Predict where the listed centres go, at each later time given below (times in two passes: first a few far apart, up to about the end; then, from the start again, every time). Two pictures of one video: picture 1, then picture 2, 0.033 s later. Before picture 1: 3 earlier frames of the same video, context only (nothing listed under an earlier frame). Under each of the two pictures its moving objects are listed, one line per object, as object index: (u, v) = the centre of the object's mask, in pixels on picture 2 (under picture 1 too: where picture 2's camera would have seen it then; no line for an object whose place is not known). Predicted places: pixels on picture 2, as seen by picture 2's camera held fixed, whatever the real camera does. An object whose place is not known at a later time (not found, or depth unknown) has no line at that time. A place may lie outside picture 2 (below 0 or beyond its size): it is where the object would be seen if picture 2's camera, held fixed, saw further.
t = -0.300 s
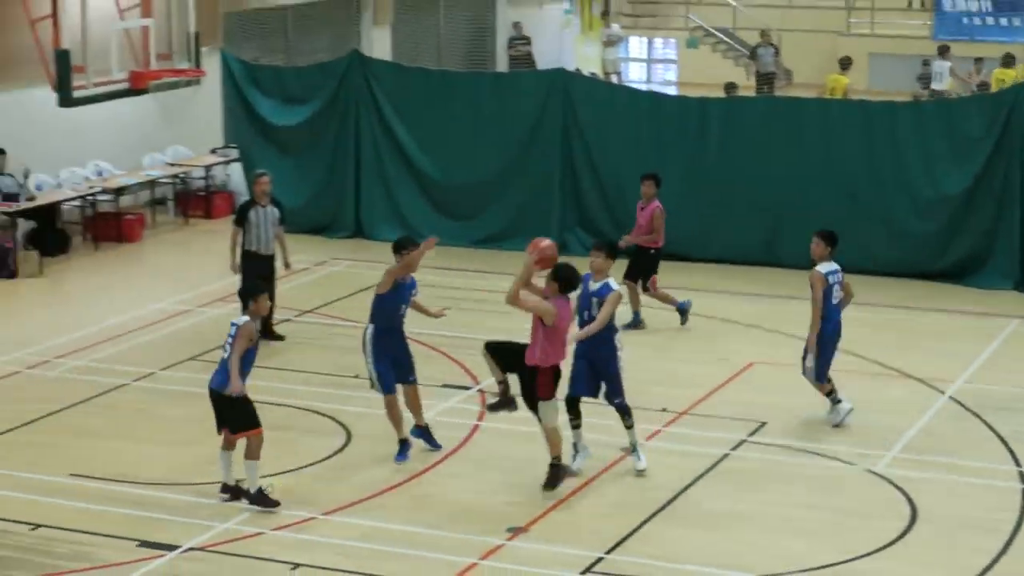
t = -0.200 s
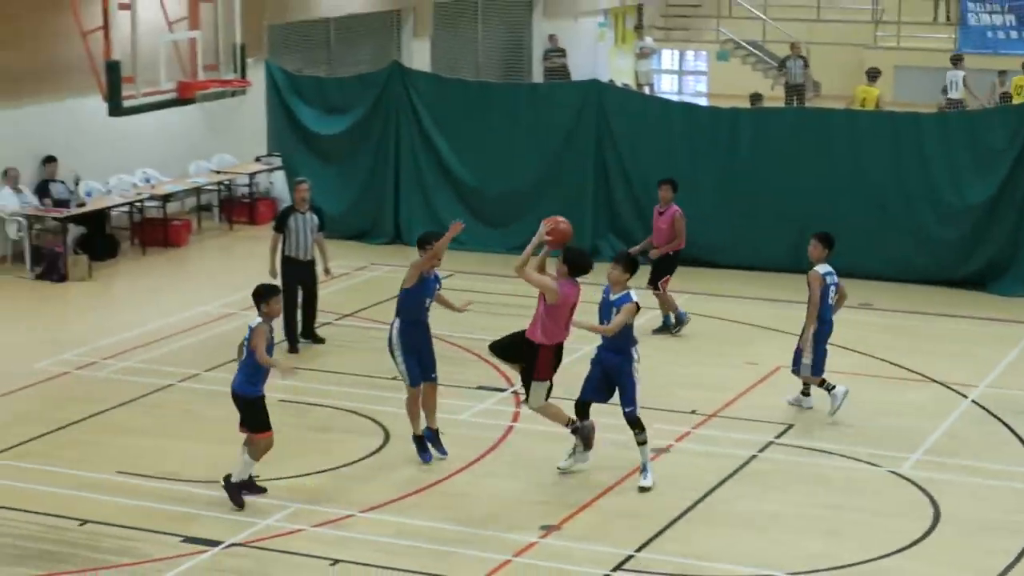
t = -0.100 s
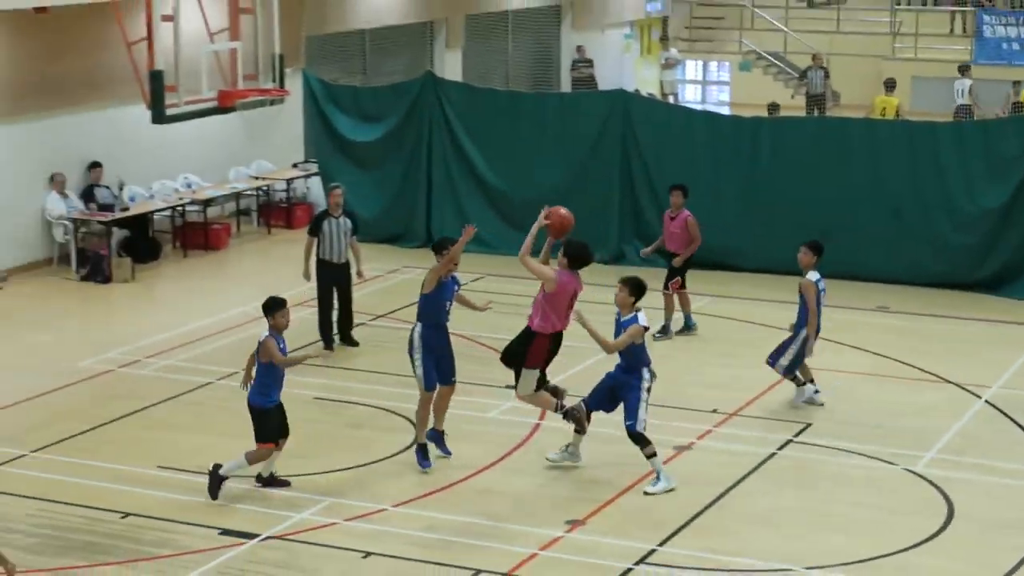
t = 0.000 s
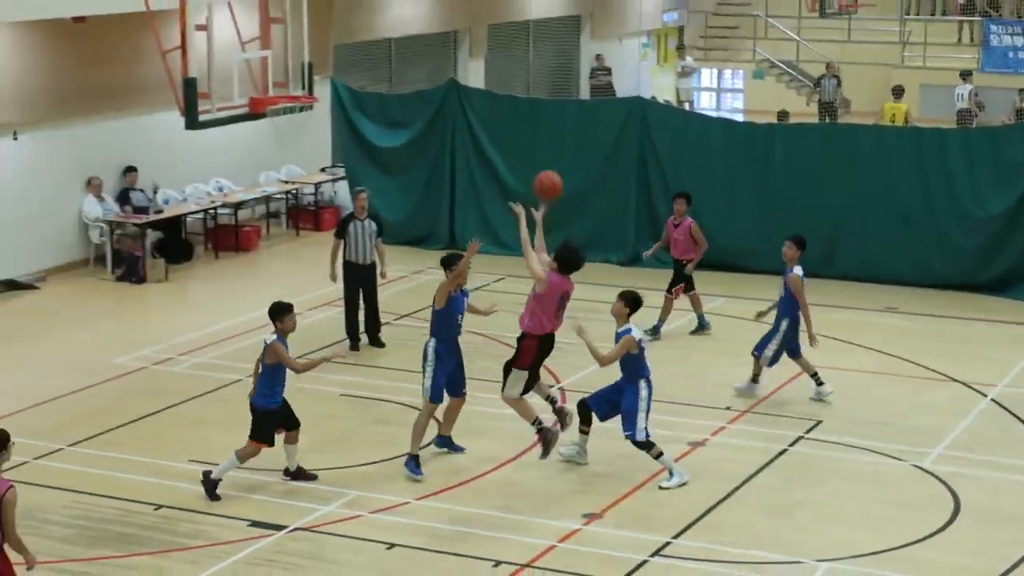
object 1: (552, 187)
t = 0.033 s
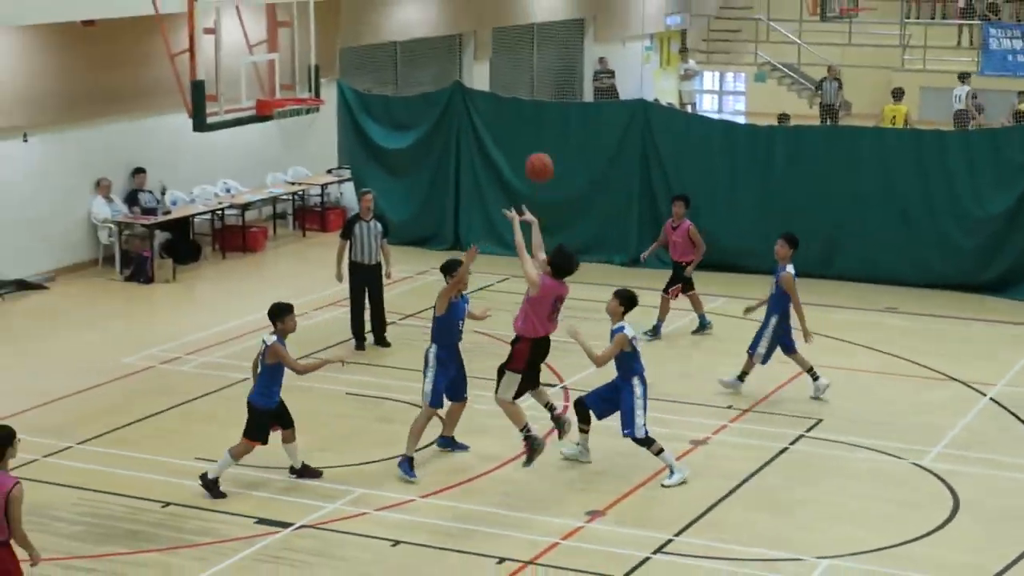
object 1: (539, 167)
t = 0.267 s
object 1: (449, 73)
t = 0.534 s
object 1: (362, 47)
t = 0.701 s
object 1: (311, 69)
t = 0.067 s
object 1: (525, 149)
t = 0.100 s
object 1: (512, 132)
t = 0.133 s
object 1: (499, 118)
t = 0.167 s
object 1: (486, 105)
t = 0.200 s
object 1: (473, 93)
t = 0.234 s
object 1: (461, 82)
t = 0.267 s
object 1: (449, 73)
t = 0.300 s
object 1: (438, 65)
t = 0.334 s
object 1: (426, 58)
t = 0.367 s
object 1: (416, 53)
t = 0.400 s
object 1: (404, 49)
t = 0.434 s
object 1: (394, 46)
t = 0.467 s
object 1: (383, 45)
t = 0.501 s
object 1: (373, 46)
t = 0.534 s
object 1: (362, 47)
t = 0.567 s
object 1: (351, 49)
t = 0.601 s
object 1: (339, 52)
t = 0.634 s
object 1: (331, 56)
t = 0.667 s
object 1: (322, 62)
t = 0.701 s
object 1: (311, 69)
